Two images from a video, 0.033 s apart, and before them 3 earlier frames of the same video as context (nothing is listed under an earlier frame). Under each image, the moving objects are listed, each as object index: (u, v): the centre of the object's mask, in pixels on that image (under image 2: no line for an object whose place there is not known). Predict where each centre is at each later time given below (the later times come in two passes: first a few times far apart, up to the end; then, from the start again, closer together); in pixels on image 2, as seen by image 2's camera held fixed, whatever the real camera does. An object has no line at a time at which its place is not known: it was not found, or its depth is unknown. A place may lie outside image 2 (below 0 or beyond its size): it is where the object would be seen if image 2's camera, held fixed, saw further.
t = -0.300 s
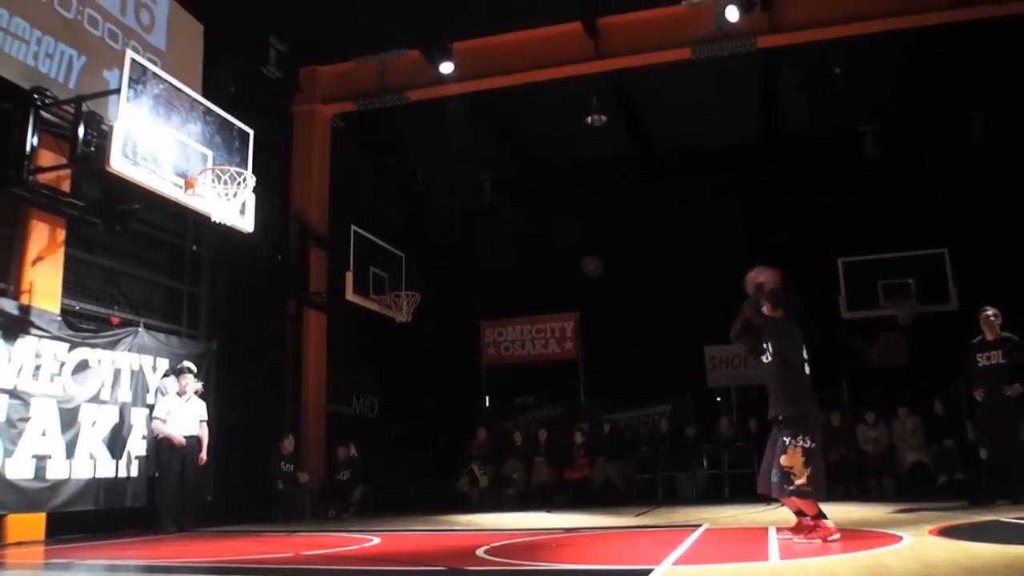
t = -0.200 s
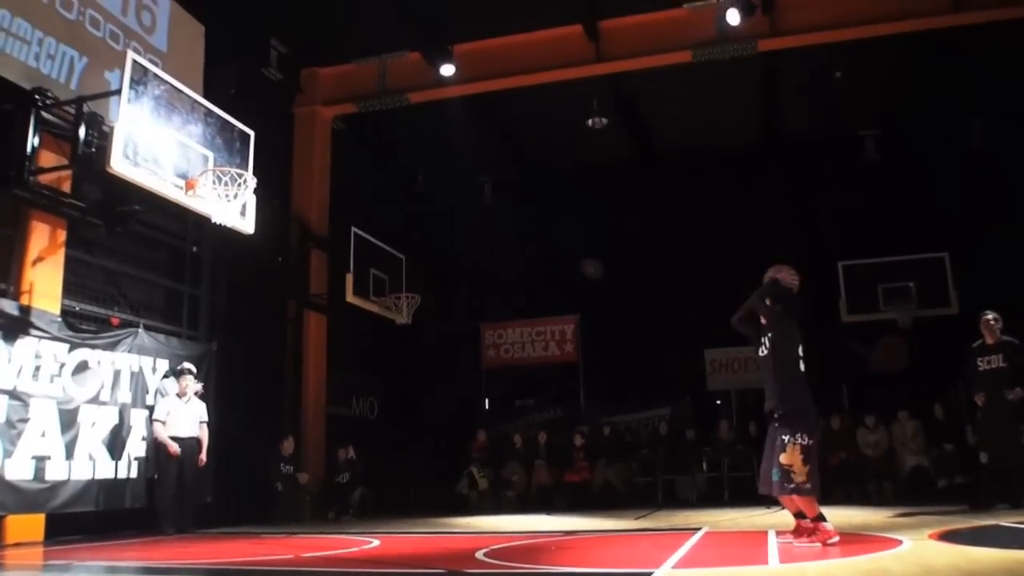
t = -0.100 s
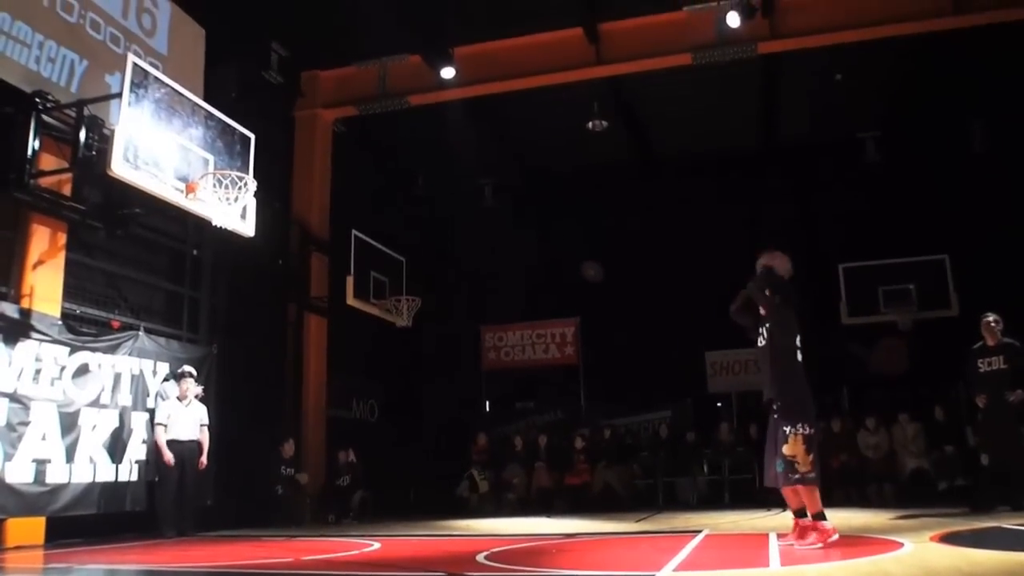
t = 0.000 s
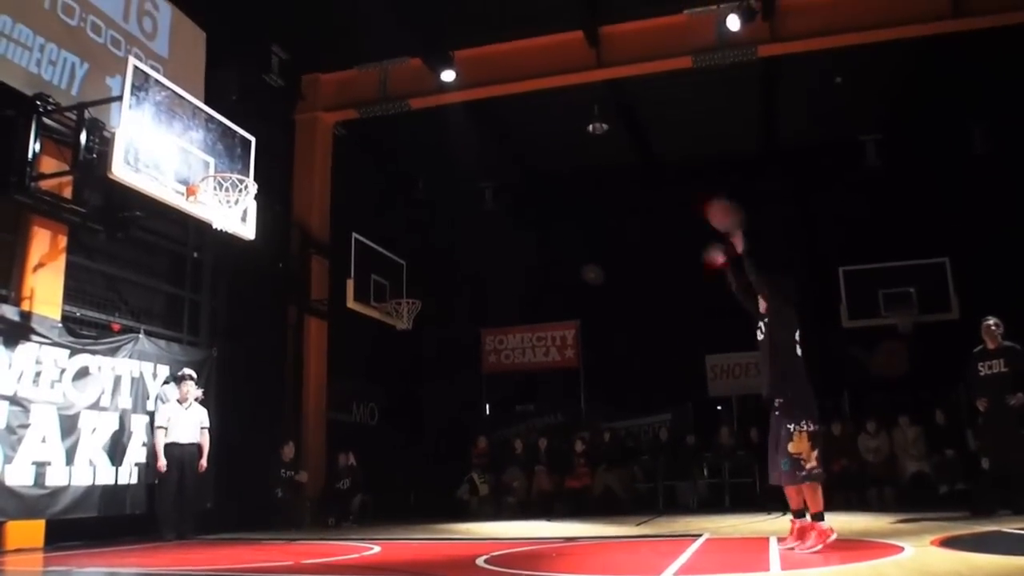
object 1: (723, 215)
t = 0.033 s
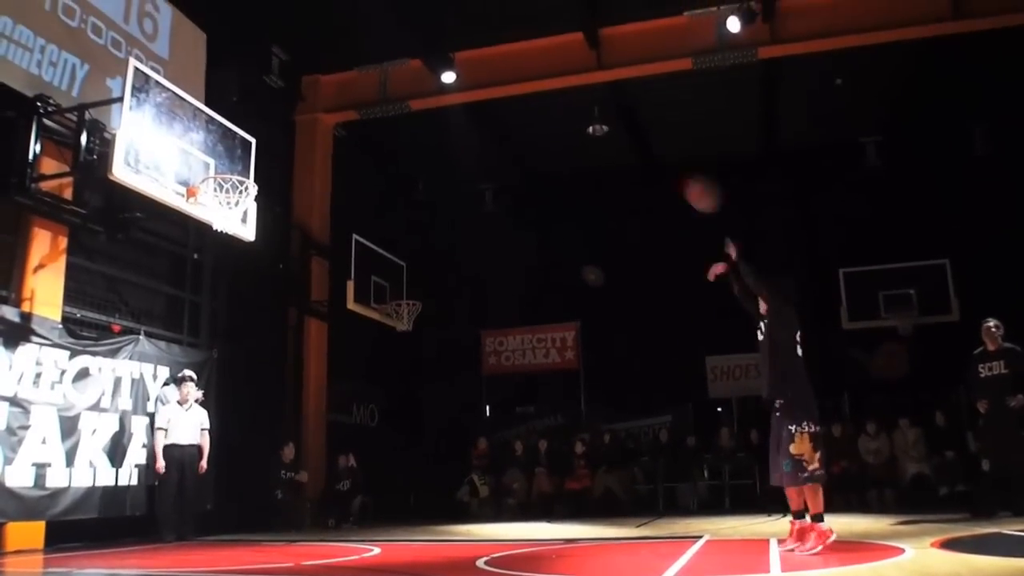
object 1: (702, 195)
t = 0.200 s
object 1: (599, 112)
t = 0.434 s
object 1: (474, 57)
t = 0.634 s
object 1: (380, 59)
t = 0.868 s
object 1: (275, 118)
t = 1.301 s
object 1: (345, 166)
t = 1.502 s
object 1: (437, 207)
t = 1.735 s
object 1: (543, 309)
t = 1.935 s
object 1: (637, 450)
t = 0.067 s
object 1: (680, 174)
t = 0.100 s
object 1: (660, 156)
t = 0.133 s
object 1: (639, 139)
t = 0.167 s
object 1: (619, 124)
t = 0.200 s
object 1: (599, 112)
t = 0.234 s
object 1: (580, 100)
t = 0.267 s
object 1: (561, 89)
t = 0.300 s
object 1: (543, 80)
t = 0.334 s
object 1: (523, 70)
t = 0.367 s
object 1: (508, 66)
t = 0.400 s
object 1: (490, 61)
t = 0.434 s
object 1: (474, 57)
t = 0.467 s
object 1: (458, 54)
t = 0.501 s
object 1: (443, 54)
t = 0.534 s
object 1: (426, 52)
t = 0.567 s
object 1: (411, 53)
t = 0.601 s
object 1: (395, 56)
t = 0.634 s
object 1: (380, 59)
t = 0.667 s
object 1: (365, 64)
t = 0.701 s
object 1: (350, 71)
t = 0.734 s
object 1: (335, 78)
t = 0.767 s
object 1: (320, 87)
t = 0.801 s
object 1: (305, 96)
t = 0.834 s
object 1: (290, 106)
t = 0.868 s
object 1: (275, 118)
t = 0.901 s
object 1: (262, 128)
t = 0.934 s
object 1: (245, 143)
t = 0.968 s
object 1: (232, 157)
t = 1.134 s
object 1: (269, 164)
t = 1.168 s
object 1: (283, 162)
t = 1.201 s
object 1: (298, 161)
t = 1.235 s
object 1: (314, 162)
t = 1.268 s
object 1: (330, 163)
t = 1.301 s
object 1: (345, 166)
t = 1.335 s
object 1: (360, 170)
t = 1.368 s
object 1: (375, 174)
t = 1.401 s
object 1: (391, 181)
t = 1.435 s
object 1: (406, 188)
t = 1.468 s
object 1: (421, 197)
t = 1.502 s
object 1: (437, 207)
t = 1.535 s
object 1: (452, 218)
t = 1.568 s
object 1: (467, 230)
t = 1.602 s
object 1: (482, 243)
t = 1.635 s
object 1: (497, 258)
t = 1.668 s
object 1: (513, 274)
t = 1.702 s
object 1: (528, 291)
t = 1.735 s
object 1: (543, 309)
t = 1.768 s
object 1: (558, 329)
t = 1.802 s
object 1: (574, 351)
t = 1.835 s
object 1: (589, 373)
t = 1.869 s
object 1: (605, 397)
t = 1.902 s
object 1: (621, 423)
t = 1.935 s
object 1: (637, 450)
